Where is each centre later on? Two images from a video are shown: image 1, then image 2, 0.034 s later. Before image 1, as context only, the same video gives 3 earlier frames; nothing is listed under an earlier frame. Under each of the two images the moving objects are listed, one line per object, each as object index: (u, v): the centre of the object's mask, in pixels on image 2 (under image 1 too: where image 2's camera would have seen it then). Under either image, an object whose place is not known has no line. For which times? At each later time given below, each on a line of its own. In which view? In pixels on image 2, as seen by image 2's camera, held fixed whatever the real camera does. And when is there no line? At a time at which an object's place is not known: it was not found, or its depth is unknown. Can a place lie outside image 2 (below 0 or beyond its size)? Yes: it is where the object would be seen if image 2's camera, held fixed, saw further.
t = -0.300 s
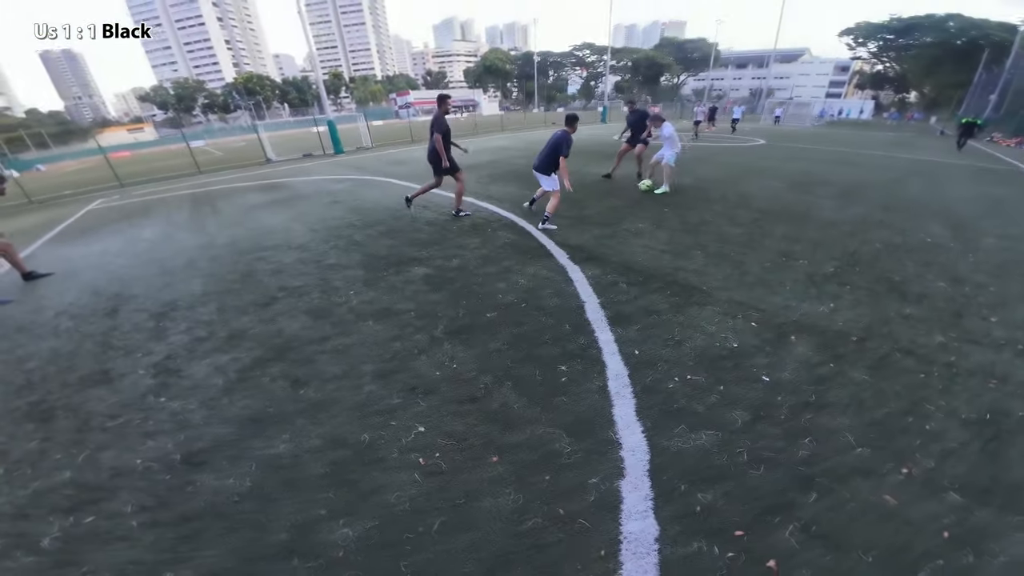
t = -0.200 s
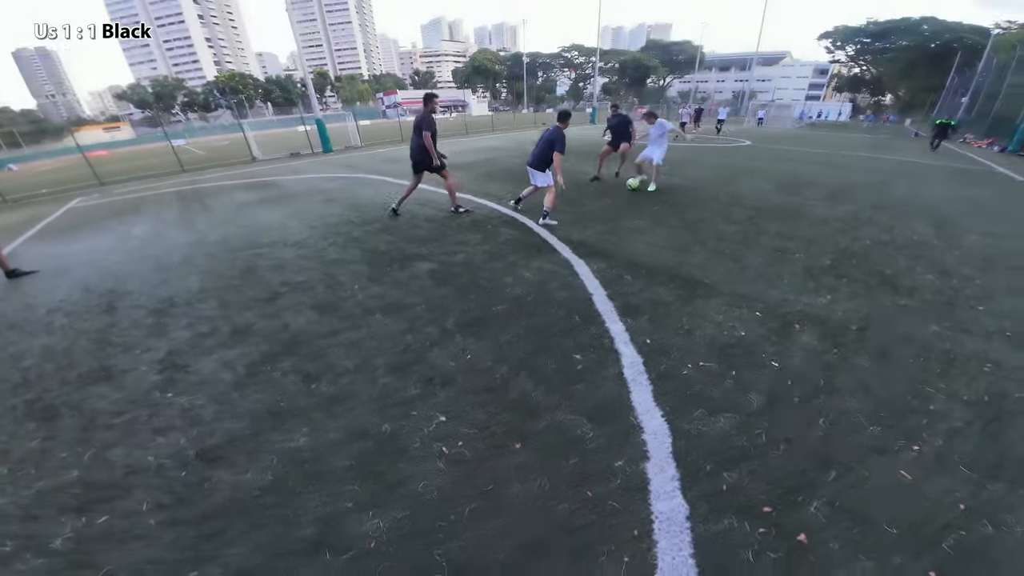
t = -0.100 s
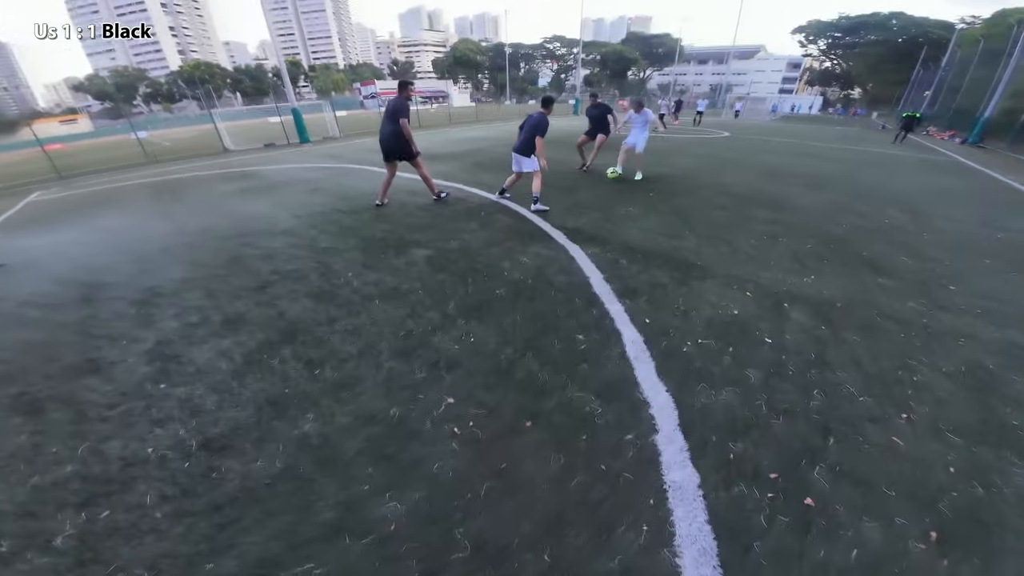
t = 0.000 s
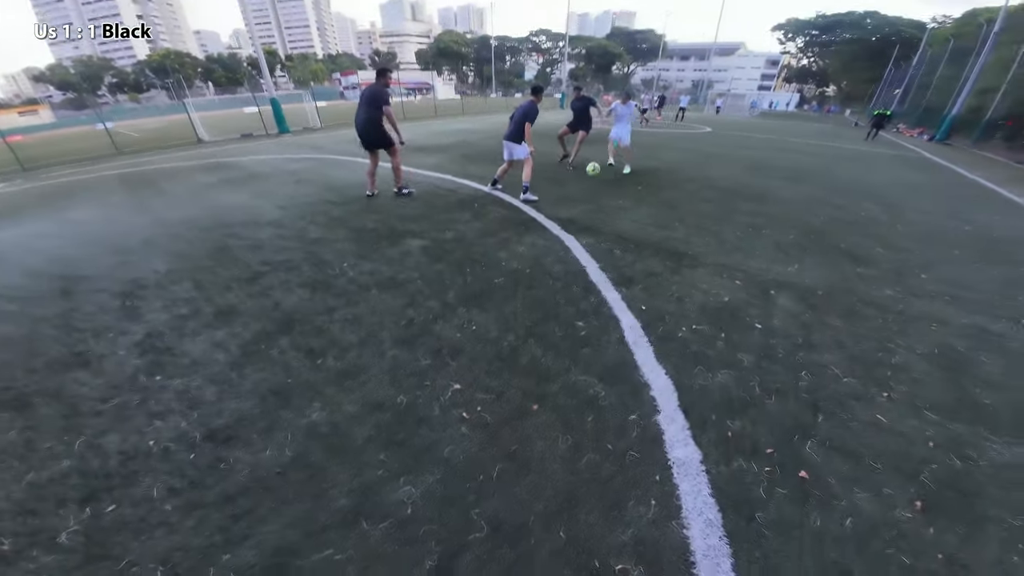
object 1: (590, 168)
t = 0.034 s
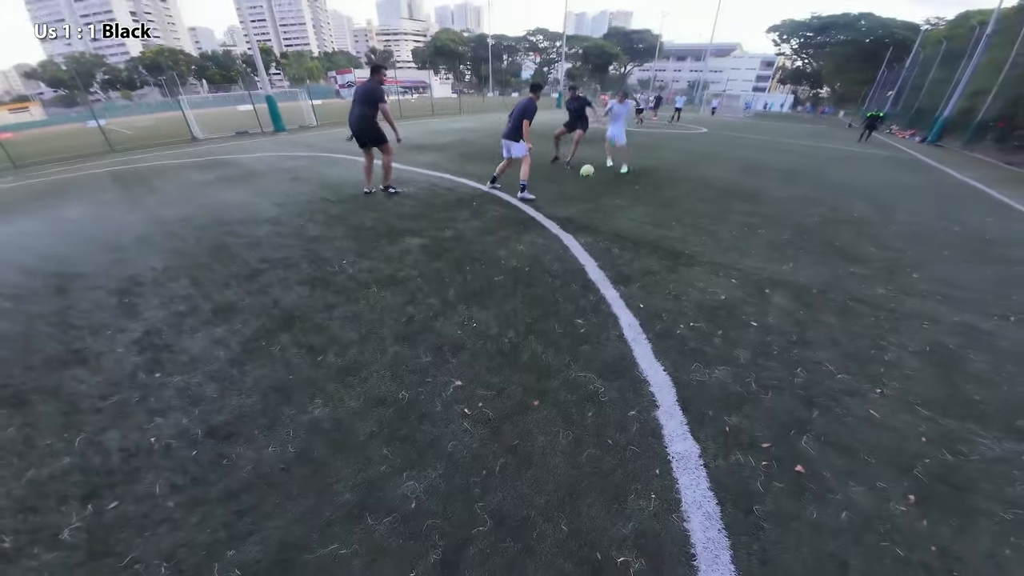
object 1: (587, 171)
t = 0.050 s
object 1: (585, 173)
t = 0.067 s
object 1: (583, 175)
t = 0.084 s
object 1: (581, 177)
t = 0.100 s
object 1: (580, 180)
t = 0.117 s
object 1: (577, 183)
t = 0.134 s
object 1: (575, 186)
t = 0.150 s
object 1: (572, 190)
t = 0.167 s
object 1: (570, 194)
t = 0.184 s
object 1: (567, 198)
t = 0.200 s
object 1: (564, 203)
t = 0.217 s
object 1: (561, 208)
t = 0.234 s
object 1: (558, 214)
